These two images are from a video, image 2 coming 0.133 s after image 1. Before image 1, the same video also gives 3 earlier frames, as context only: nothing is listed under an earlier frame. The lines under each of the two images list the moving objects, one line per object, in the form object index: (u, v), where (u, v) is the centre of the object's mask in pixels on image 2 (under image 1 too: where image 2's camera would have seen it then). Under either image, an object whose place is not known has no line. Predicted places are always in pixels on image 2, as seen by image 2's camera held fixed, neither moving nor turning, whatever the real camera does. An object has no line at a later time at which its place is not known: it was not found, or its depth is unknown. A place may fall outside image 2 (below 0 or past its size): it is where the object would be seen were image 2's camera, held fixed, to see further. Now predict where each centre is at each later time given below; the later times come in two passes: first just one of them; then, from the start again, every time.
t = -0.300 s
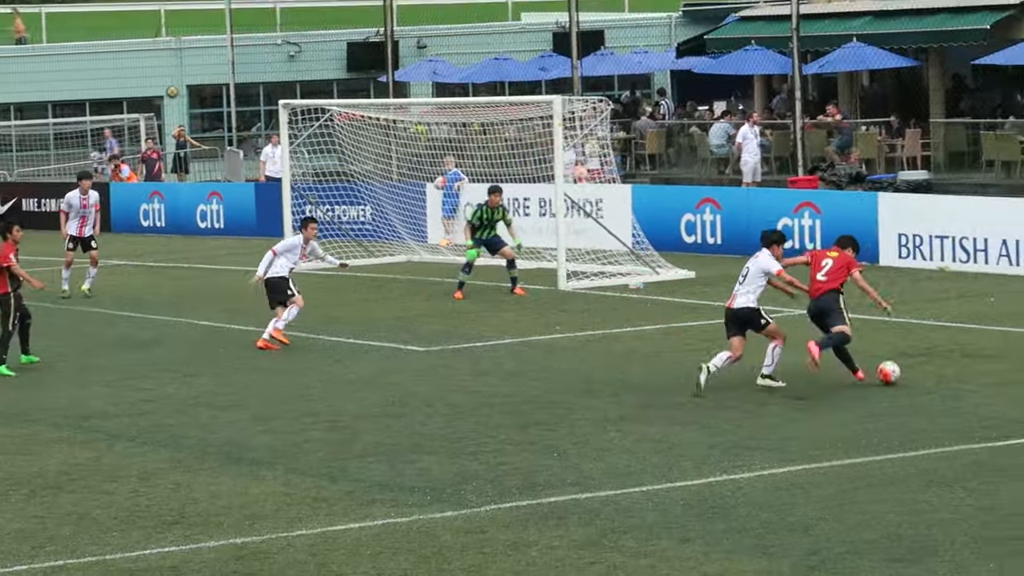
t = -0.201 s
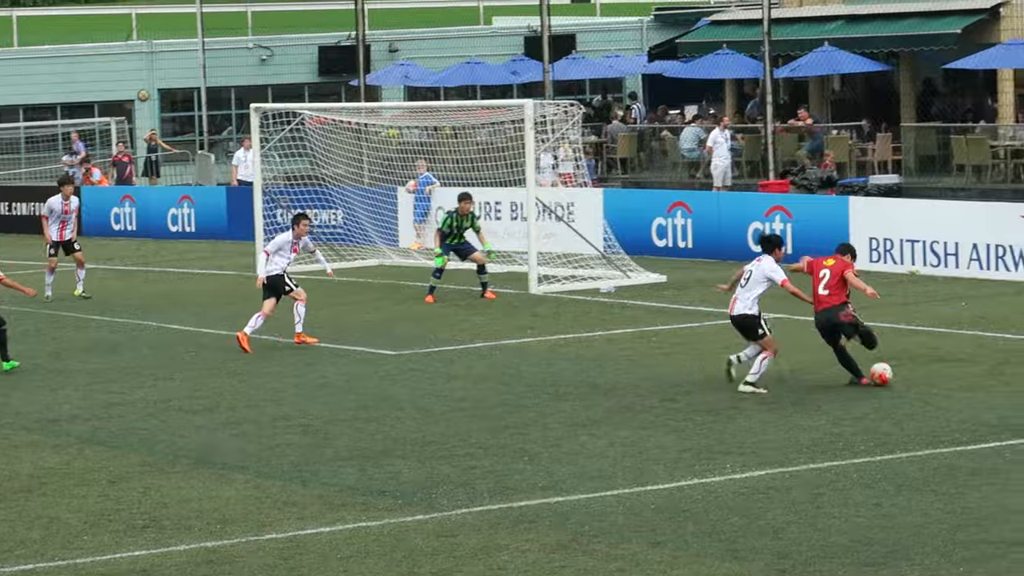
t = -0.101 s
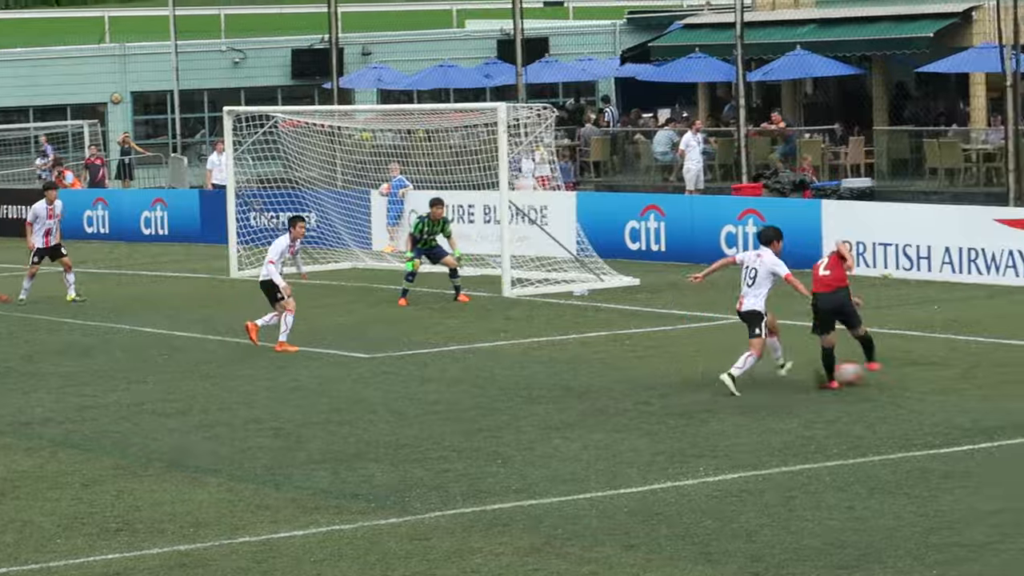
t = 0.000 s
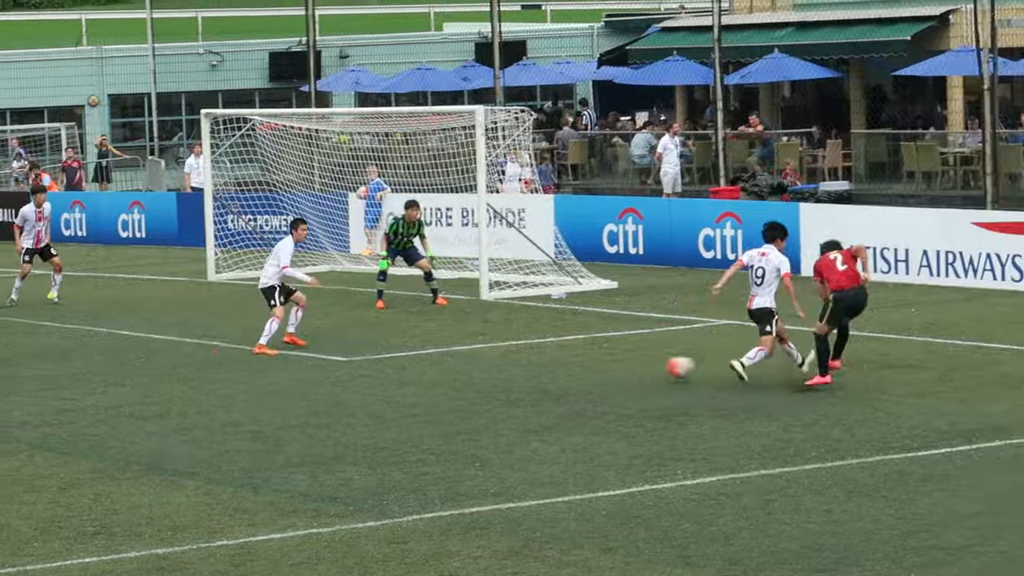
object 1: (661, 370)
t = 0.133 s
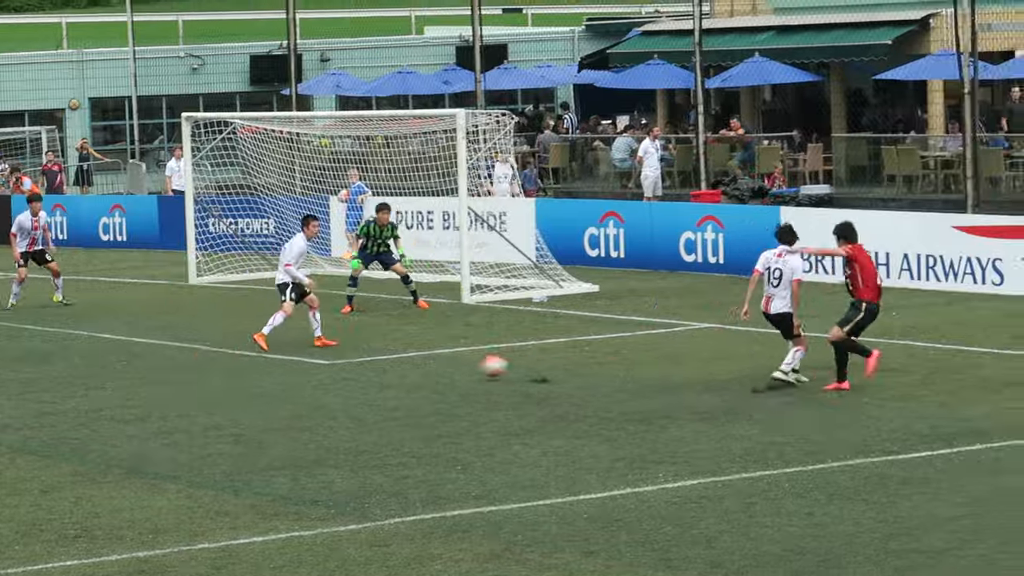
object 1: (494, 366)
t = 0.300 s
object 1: (319, 364)
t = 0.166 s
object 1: (456, 363)
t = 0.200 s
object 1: (422, 360)
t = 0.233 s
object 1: (386, 360)
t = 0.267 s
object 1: (353, 361)
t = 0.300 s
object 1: (319, 364)
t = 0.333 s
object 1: (291, 361)
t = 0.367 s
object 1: (262, 358)
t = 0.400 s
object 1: (234, 356)
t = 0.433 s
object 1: (206, 356)
